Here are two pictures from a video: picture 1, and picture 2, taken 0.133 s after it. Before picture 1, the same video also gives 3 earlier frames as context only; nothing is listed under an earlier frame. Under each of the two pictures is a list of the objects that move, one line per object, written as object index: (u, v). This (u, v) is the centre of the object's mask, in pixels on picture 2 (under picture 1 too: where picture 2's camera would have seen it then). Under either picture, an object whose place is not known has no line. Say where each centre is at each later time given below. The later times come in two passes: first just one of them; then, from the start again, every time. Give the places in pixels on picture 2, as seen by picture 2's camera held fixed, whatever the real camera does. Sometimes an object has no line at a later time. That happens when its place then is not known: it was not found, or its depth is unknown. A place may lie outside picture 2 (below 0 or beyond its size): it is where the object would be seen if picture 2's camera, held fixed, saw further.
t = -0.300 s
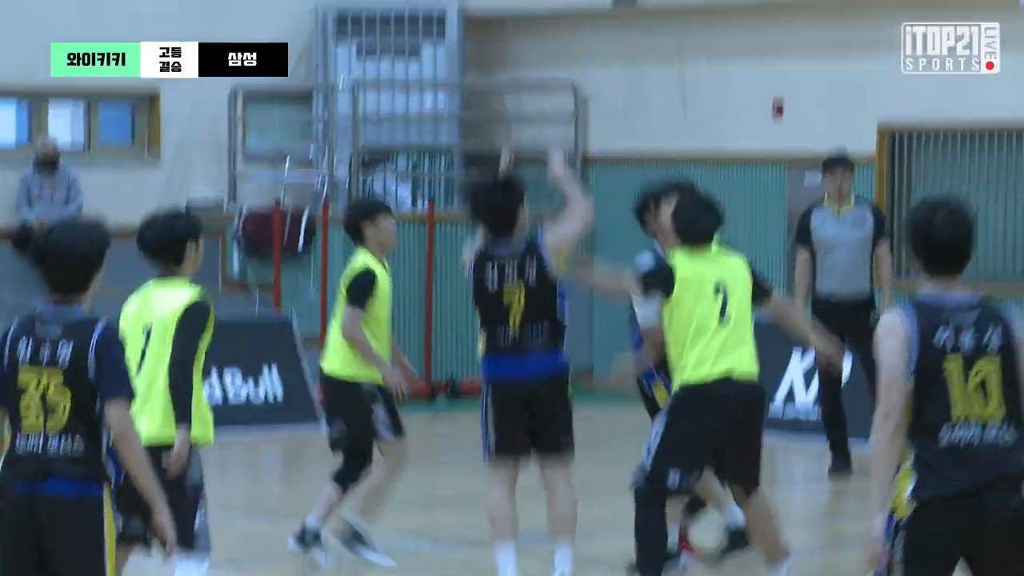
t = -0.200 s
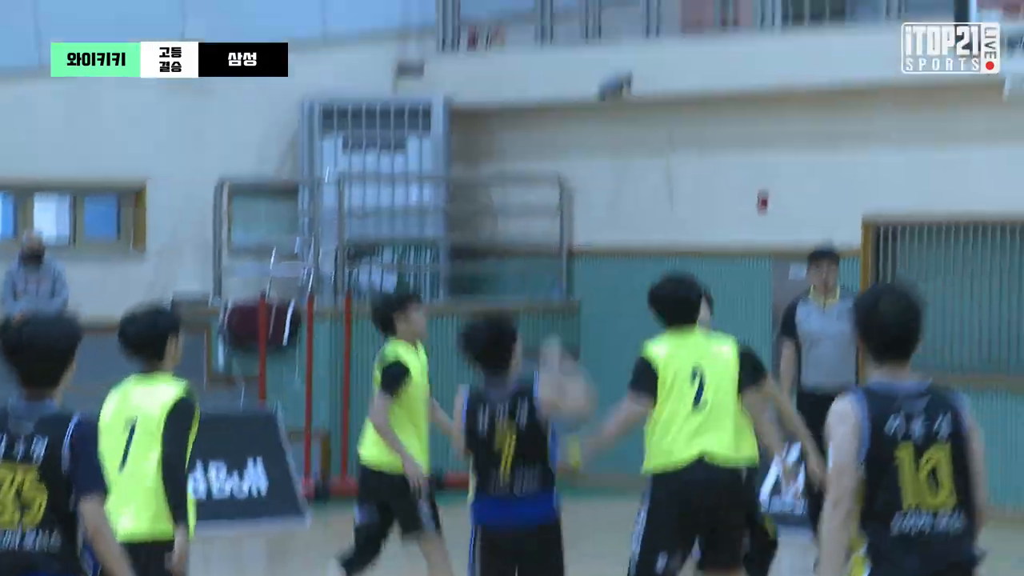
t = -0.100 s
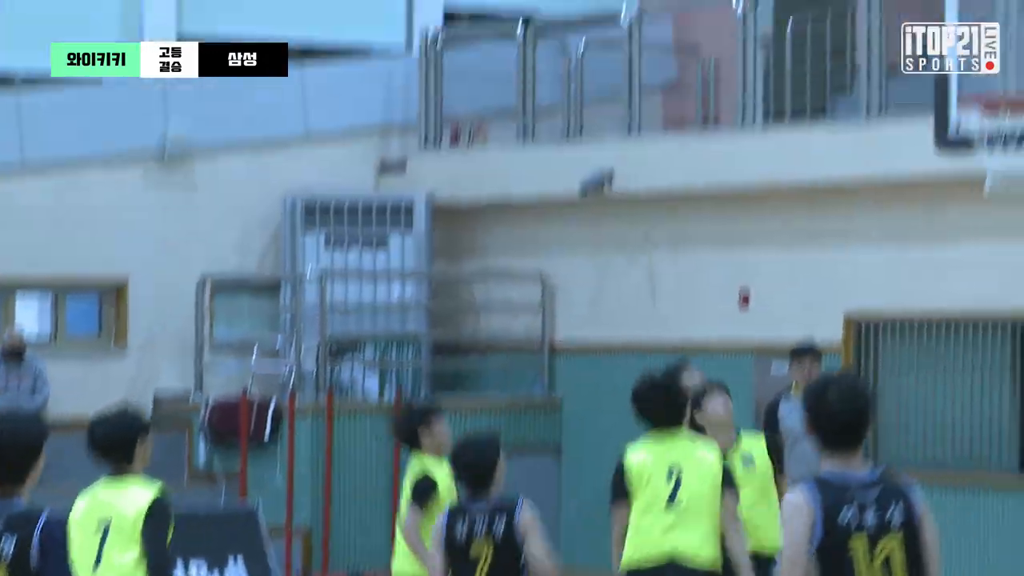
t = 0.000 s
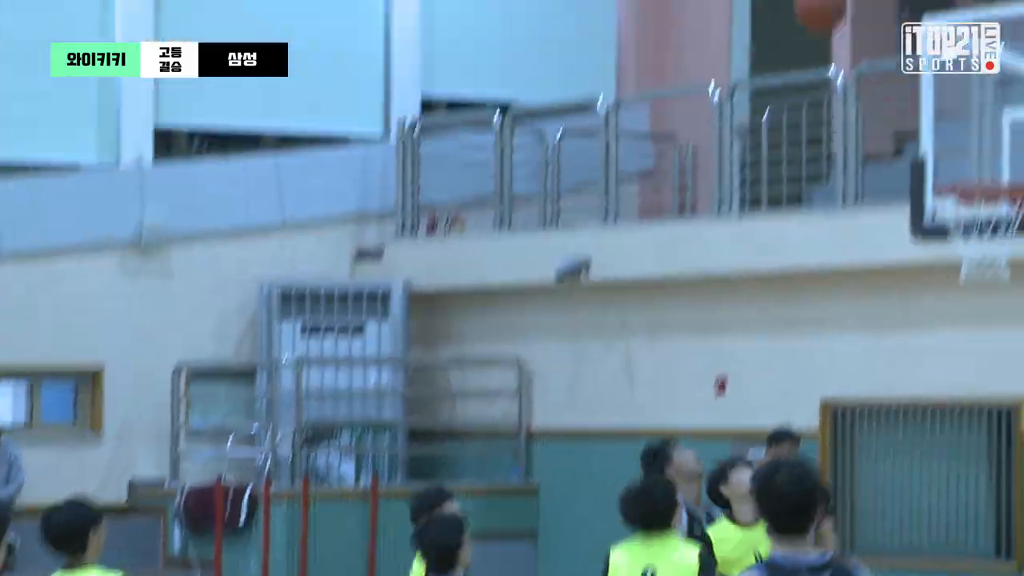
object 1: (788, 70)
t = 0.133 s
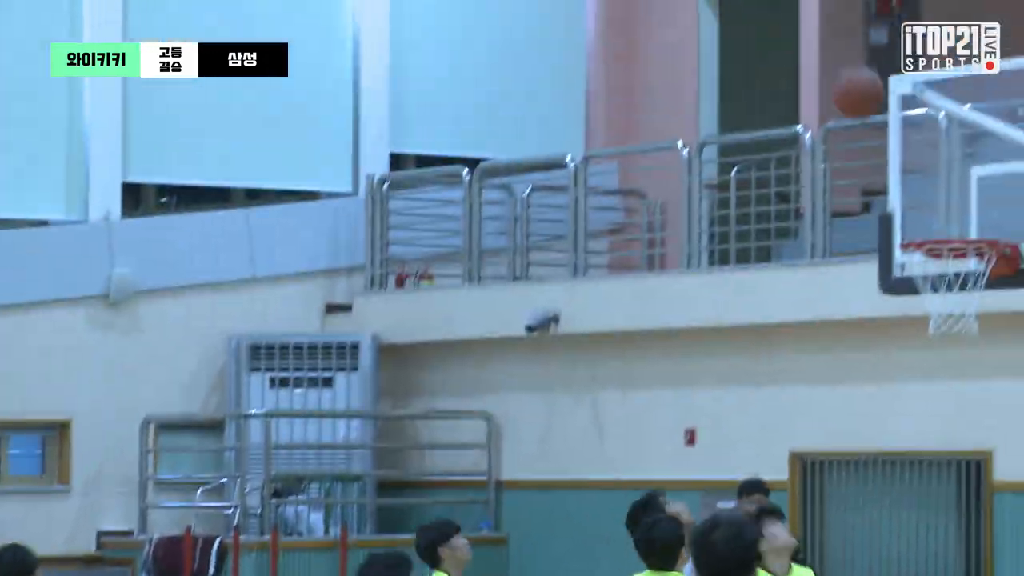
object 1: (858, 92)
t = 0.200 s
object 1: (892, 123)
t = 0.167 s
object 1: (874, 106)
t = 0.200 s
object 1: (892, 123)
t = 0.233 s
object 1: (909, 141)
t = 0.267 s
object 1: (925, 161)
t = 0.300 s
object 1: (940, 183)
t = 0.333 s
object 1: (955, 206)
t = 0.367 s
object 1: (968, 221)
